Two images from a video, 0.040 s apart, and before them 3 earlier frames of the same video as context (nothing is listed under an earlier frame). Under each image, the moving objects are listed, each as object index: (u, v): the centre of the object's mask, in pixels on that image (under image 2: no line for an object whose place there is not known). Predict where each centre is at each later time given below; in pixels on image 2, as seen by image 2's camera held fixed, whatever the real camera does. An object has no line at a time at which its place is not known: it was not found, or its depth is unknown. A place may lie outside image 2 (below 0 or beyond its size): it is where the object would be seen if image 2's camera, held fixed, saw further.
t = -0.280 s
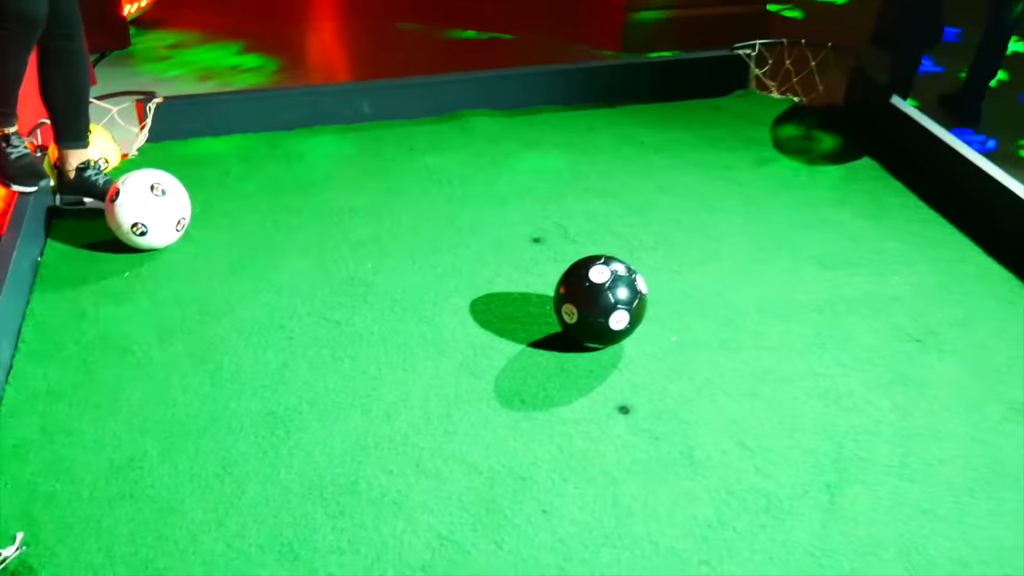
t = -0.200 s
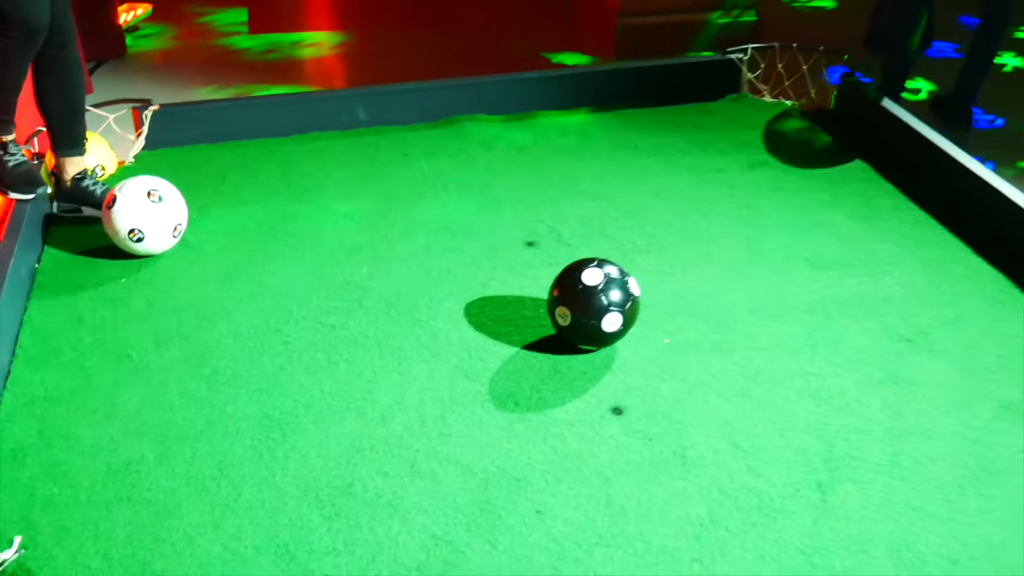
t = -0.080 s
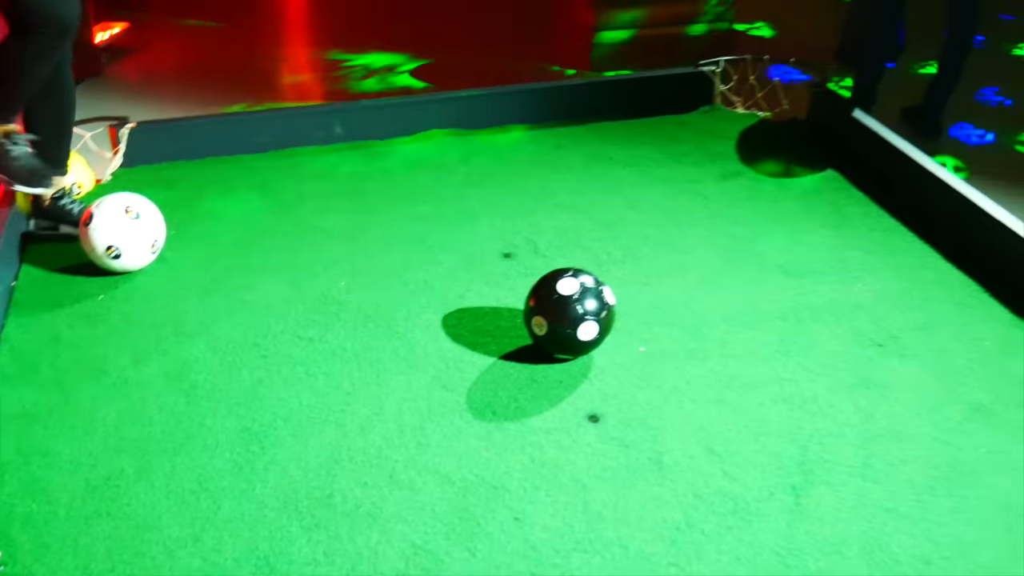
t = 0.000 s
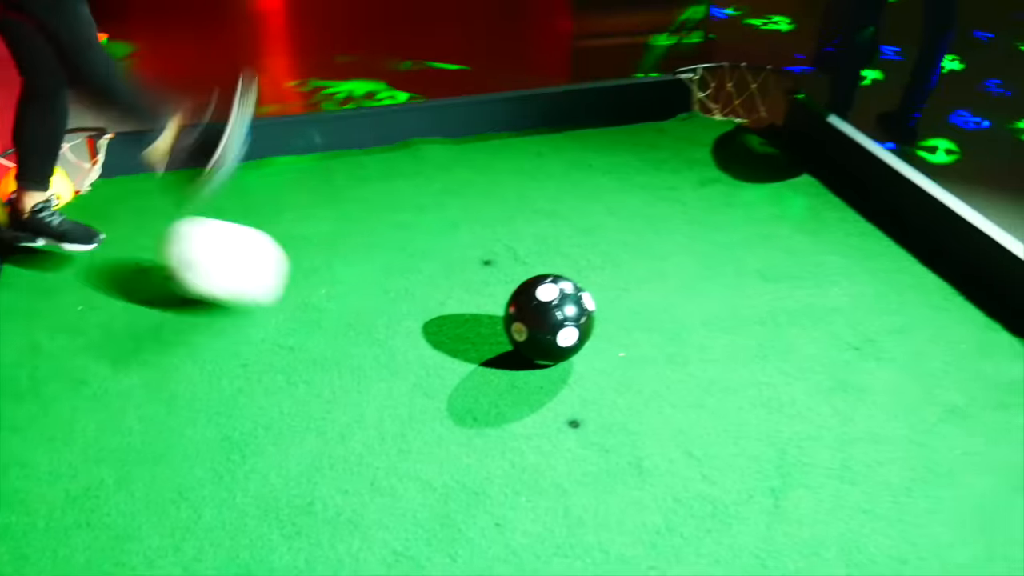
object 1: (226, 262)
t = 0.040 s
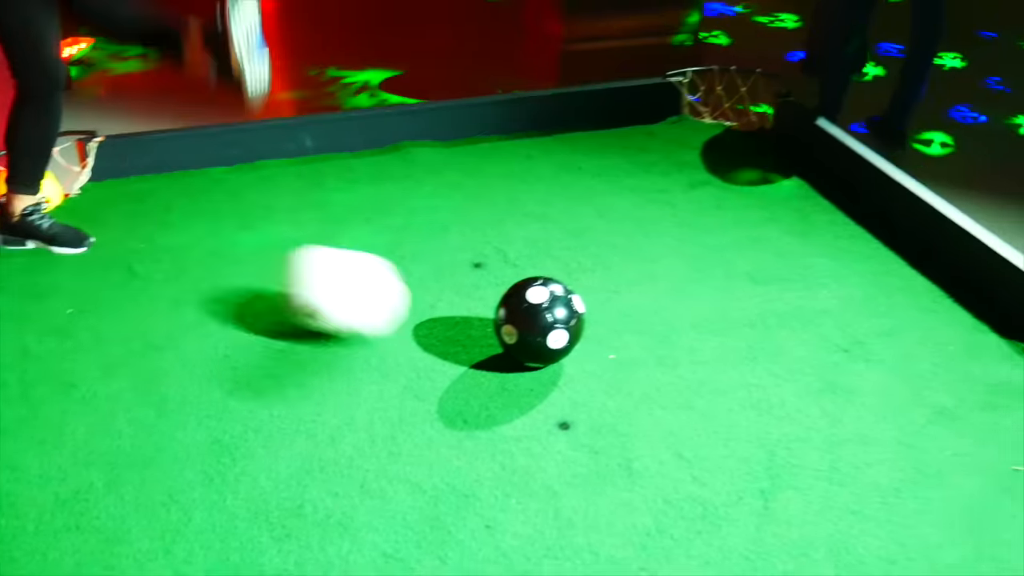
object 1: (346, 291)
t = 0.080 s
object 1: (459, 313)
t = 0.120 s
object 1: (484, 320)
